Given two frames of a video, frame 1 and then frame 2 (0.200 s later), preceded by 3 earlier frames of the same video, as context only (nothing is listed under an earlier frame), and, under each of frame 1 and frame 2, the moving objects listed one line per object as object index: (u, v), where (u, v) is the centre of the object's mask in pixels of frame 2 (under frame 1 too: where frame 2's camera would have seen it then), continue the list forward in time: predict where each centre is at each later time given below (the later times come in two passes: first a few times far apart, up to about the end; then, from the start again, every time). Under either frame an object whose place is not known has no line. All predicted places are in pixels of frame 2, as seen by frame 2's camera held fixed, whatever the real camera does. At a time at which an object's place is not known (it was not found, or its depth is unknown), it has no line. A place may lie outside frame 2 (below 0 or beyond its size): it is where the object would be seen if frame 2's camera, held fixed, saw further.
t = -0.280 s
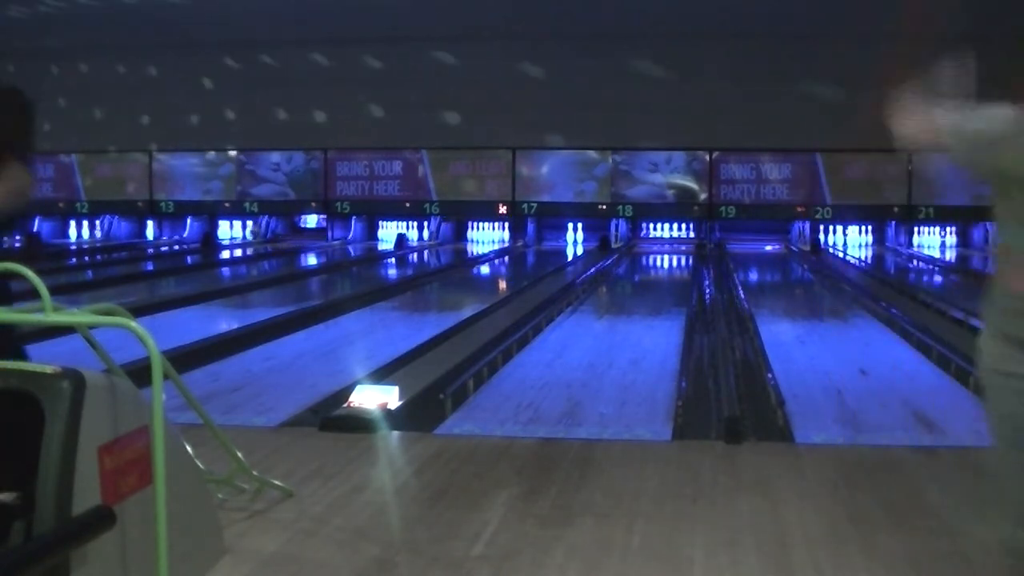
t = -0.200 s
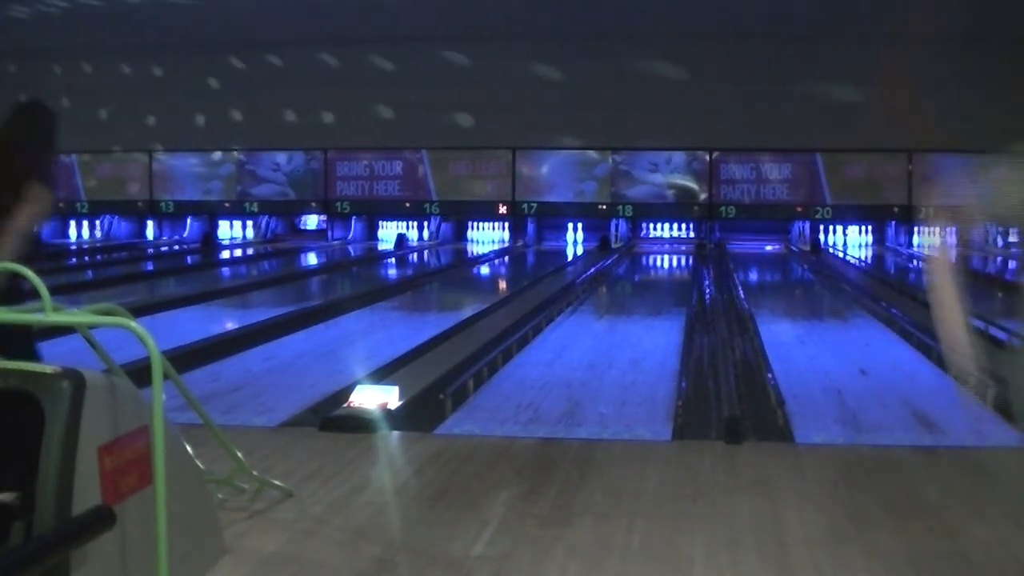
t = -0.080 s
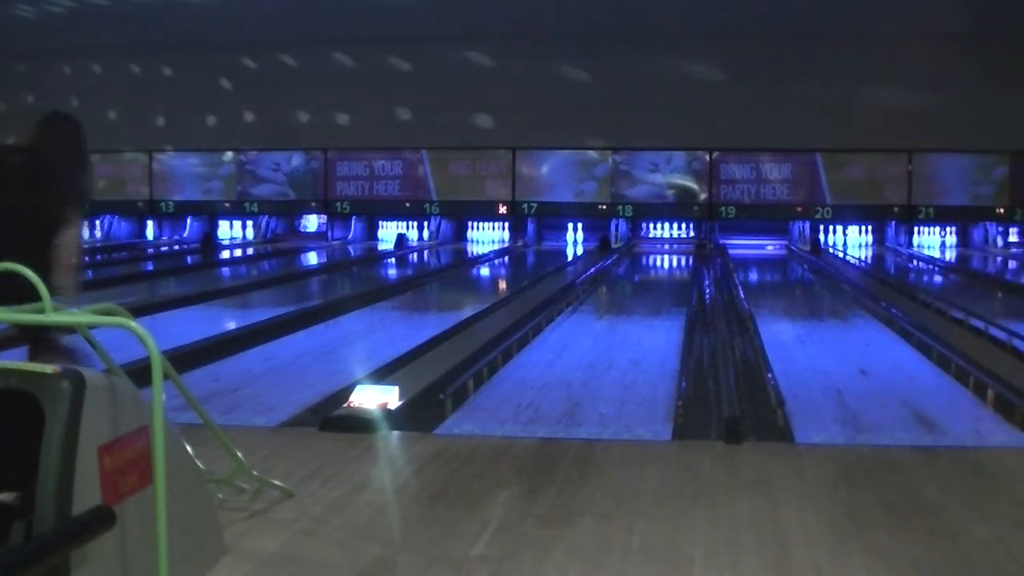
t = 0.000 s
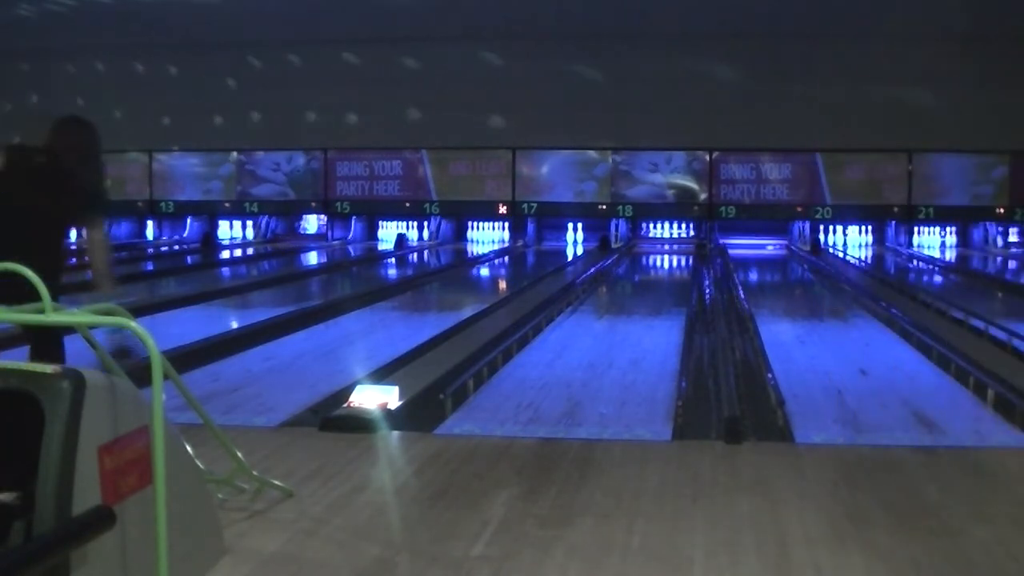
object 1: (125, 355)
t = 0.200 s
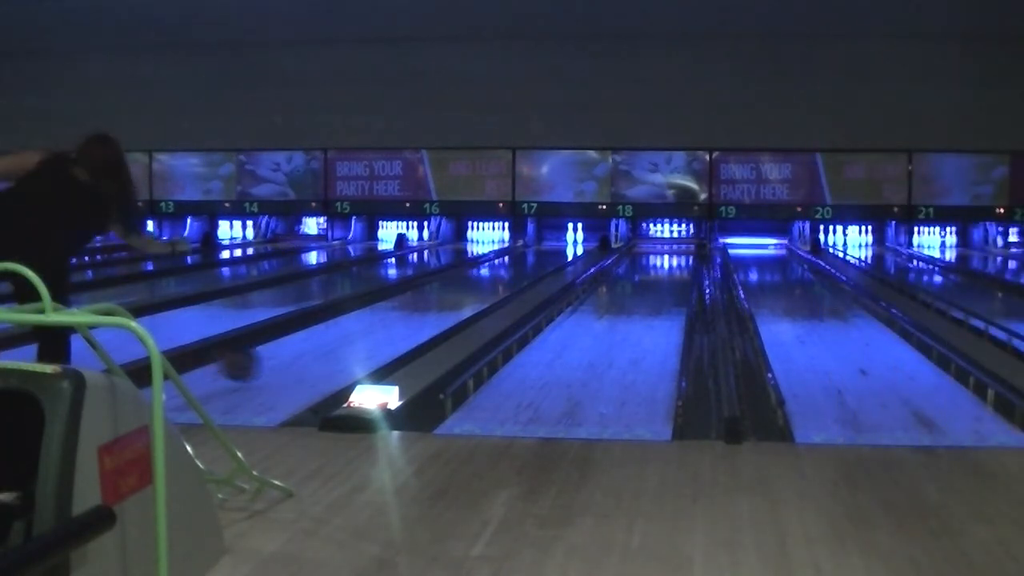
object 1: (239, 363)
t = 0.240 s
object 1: (256, 365)
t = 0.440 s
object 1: (325, 337)
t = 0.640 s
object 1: (375, 317)
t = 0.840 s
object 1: (414, 301)
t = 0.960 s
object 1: (428, 295)
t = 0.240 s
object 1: (256, 365)
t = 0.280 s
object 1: (272, 356)
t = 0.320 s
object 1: (287, 350)
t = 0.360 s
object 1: (301, 346)
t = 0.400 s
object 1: (313, 342)
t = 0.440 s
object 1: (325, 337)
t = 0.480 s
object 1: (336, 333)
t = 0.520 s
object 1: (347, 328)
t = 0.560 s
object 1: (357, 325)
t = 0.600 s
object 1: (367, 320)
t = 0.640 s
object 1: (375, 317)
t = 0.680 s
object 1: (384, 314)
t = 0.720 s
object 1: (392, 310)
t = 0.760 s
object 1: (400, 307)
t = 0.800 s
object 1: (406, 304)
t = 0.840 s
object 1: (414, 301)
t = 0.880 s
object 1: (420, 299)
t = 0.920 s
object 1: (425, 297)
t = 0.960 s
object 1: (428, 295)
